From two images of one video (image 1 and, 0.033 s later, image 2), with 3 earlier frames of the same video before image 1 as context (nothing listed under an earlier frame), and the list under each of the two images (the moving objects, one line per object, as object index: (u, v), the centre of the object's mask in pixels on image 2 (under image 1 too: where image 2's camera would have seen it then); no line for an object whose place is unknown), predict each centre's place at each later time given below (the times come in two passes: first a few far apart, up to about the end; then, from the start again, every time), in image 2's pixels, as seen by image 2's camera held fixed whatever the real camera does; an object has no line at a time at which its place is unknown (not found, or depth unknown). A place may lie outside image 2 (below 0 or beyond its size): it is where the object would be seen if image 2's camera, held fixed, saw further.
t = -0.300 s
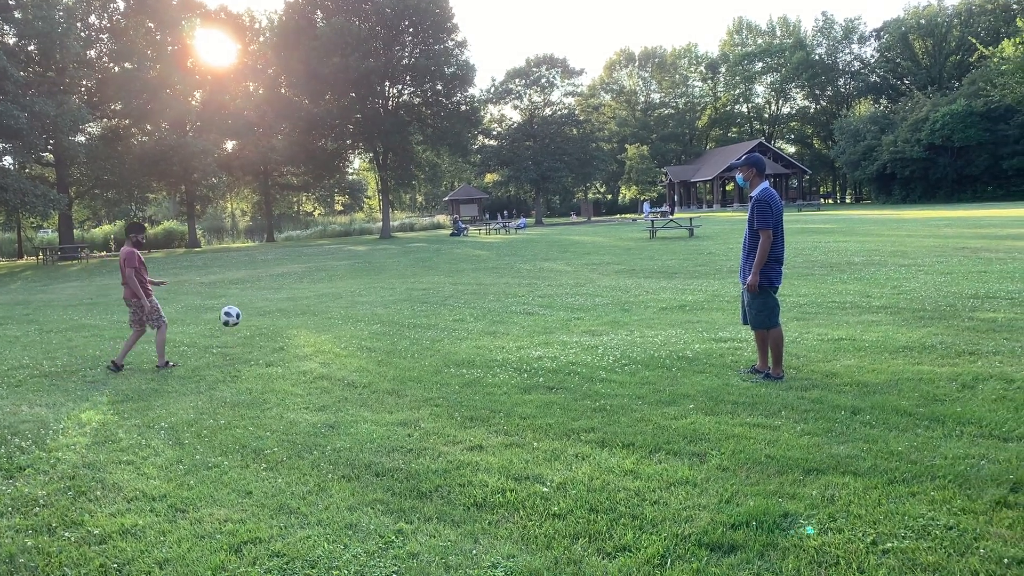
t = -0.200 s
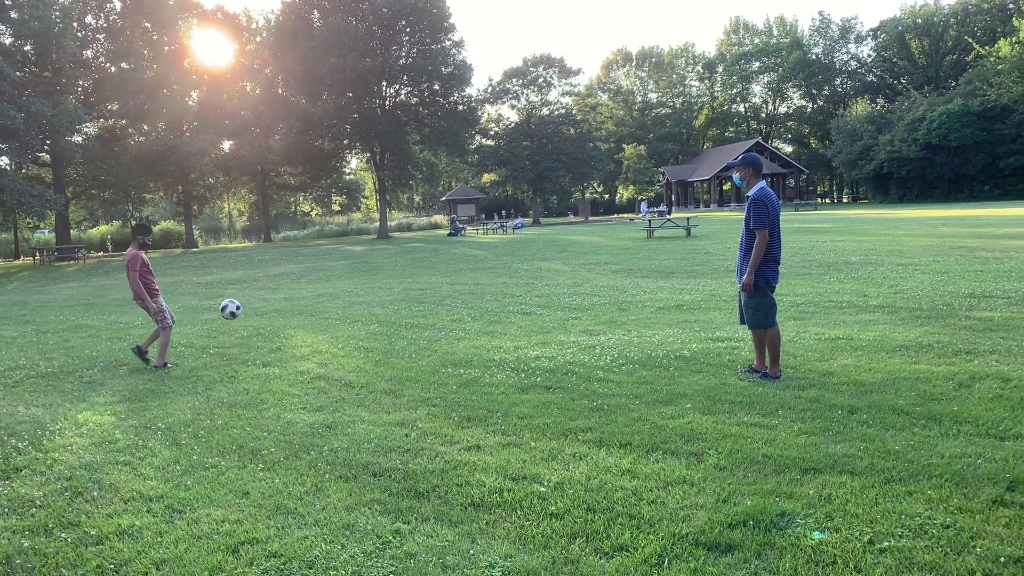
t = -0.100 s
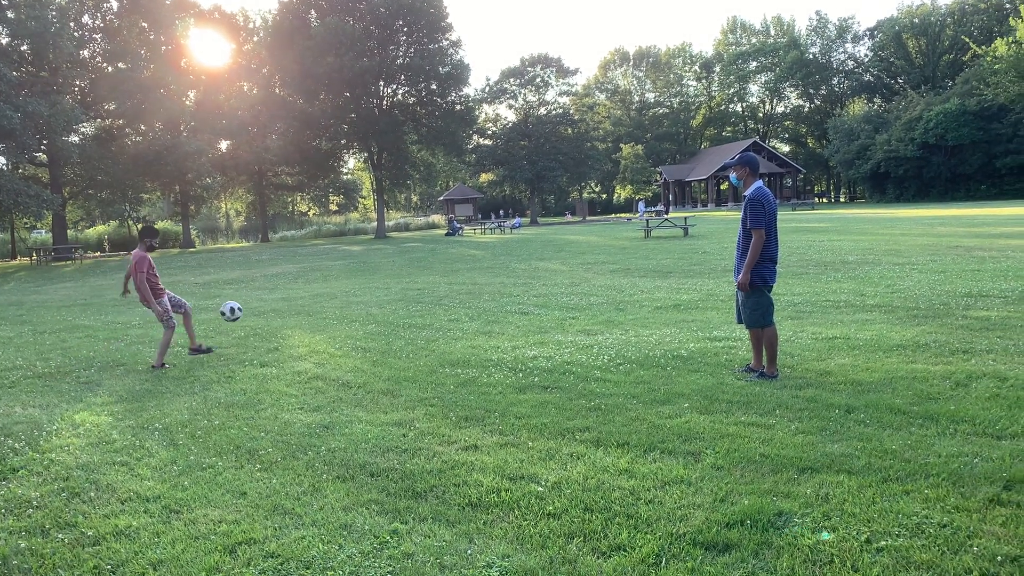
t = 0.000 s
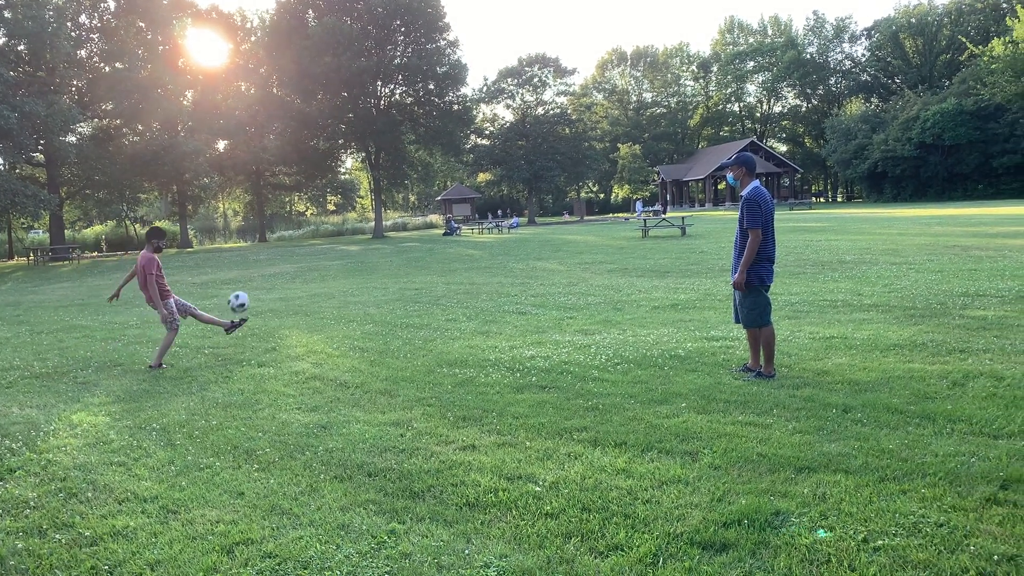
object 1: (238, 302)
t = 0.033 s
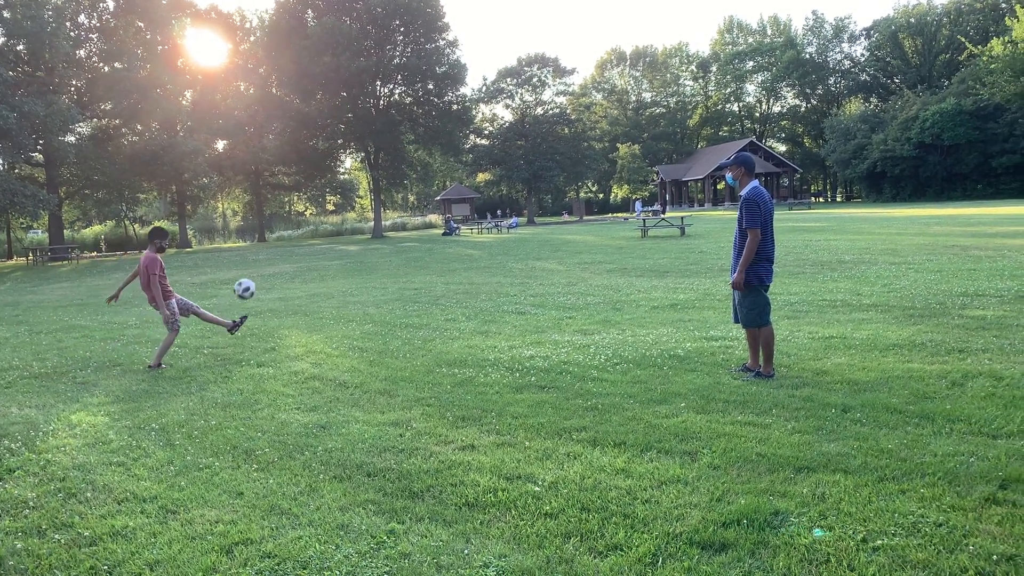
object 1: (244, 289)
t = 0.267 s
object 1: (291, 228)
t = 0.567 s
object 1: (352, 227)
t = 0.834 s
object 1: (409, 290)
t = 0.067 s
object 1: (251, 277)
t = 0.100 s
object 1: (258, 266)
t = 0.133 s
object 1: (264, 257)
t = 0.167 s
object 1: (271, 248)
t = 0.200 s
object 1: (277, 239)
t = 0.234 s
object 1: (284, 233)
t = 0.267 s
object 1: (291, 228)
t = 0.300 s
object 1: (297, 224)
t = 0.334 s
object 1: (304, 221)
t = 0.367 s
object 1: (311, 219)
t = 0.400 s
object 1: (318, 218)
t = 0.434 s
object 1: (324, 217)
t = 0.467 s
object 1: (331, 219)
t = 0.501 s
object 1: (338, 221)
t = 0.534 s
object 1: (345, 223)
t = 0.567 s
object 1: (352, 227)
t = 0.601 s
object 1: (359, 231)
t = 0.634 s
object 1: (366, 237)
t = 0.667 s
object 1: (373, 244)
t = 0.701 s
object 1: (380, 251)
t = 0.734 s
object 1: (387, 260)
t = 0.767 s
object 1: (394, 269)
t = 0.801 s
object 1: (401, 279)
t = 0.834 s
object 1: (409, 290)
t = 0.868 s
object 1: (416, 301)
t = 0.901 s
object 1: (423, 314)
